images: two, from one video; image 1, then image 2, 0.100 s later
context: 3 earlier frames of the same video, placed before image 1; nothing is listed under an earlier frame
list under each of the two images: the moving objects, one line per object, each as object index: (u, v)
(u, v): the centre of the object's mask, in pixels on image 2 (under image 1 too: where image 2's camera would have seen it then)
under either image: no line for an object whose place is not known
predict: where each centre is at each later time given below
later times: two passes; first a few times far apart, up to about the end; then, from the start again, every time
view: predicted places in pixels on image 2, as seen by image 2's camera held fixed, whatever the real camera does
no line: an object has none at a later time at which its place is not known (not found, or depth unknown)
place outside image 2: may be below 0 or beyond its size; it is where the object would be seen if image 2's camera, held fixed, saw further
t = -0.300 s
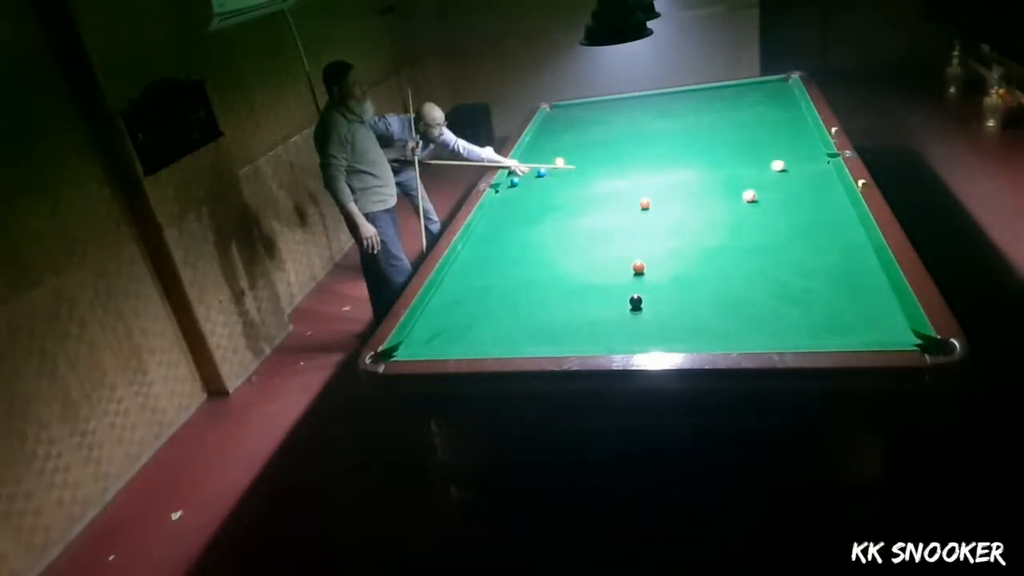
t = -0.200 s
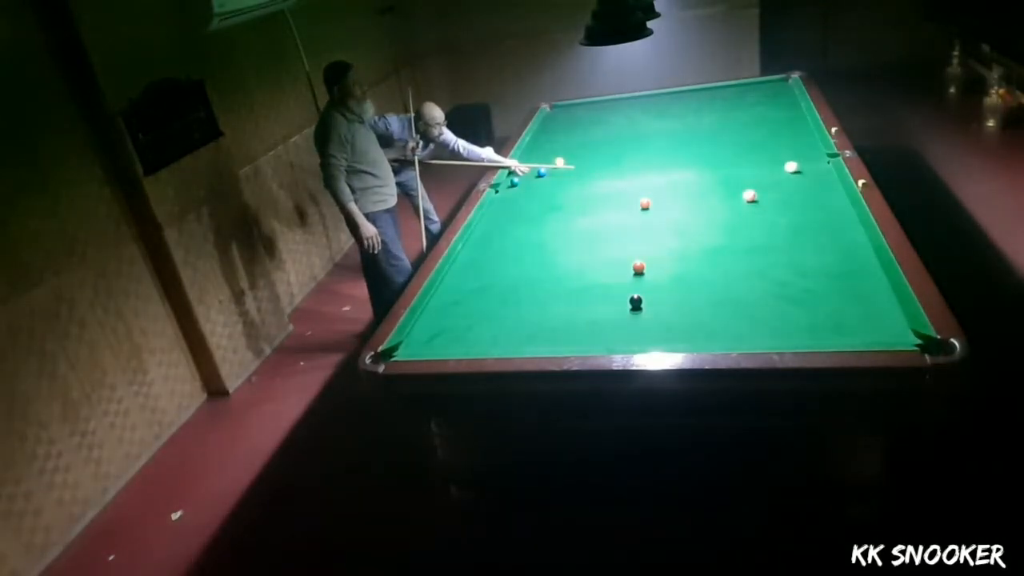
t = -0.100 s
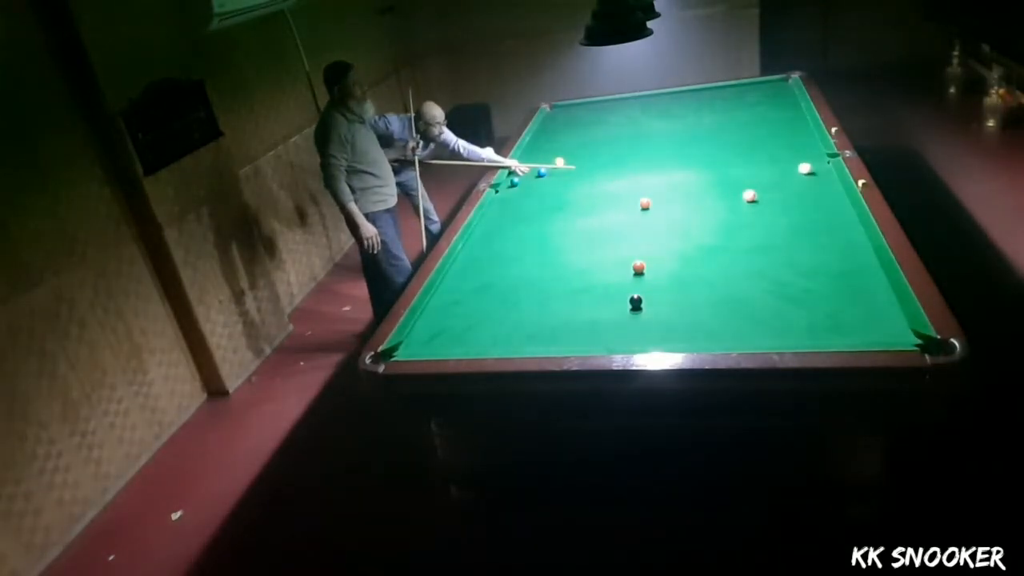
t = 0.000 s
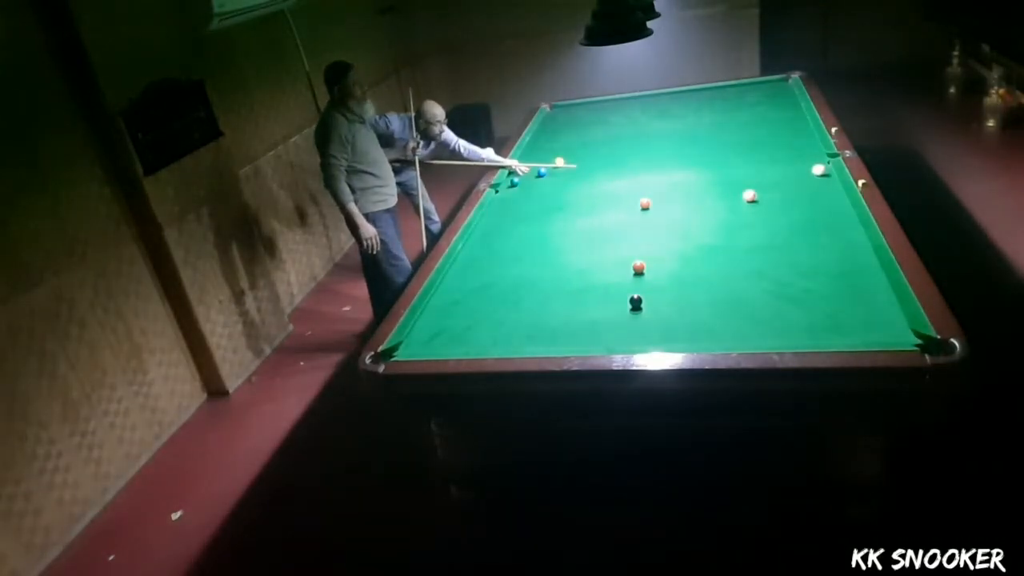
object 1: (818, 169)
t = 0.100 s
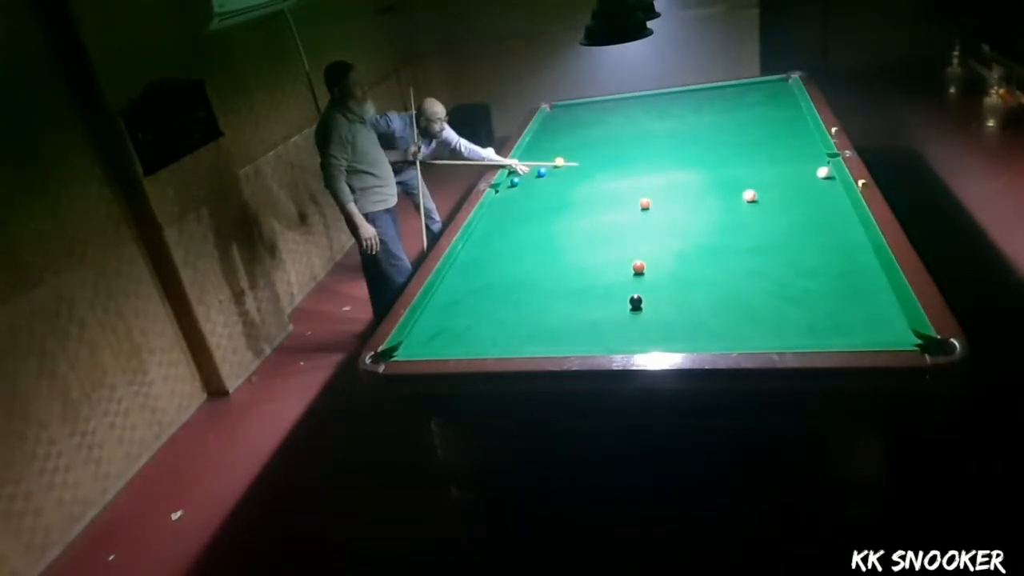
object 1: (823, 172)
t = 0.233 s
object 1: (813, 177)
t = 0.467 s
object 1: (796, 185)
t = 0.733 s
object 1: (776, 195)
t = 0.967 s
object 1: (760, 203)
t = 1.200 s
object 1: (743, 210)
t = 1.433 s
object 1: (728, 218)
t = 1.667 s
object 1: (713, 225)
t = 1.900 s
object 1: (697, 232)
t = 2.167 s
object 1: (682, 240)
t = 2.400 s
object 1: (669, 245)
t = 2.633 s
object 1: (657, 251)
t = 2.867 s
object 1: (646, 255)
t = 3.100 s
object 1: (635, 258)
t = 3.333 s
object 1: (626, 264)
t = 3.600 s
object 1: (617, 267)
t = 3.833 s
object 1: (610, 270)
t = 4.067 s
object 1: (604, 272)
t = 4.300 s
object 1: (600, 274)
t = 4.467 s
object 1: (598, 274)
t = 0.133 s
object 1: (821, 173)
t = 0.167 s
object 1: (818, 174)
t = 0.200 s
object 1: (815, 176)
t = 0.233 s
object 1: (813, 177)
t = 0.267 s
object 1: (811, 178)
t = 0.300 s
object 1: (808, 179)
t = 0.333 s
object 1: (806, 181)
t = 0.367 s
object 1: (803, 182)
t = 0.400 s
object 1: (801, 183)
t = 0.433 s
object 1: (798, 184)
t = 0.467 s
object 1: (796, 185)
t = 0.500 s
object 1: (794, 187)
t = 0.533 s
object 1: (791, 188)
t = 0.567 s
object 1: (789, 189)
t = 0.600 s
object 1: (786, 190)
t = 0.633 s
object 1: (784, 191)
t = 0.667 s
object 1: (781, 192)
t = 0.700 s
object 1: (779, 193)
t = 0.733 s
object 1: (776, 195)
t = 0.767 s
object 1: (774, 196)
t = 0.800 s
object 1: (772, 197)
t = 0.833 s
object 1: (769, 198)
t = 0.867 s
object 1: (767, 199)
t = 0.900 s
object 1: (765, 201)
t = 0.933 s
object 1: (762, 202)
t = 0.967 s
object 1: (760, 203)
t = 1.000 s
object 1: (757, 204)
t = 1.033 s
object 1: (755, 205)
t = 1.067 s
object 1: (753, 206)
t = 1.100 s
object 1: (751, 207)
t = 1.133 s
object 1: (748, 208)
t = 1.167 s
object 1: (746, 209)
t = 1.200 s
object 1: (743, 210)
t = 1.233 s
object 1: (741, 212)
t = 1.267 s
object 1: (739, 213)
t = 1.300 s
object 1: (736, 214)
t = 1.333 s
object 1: (735, 215)
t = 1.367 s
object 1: (732, 216)
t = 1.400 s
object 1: (730, 217)
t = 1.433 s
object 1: (728, 218)
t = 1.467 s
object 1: (725, 219)
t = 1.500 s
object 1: (723, 220)
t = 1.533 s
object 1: (721, 221)
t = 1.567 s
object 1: (719, 222)
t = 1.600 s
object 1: (717, 223)
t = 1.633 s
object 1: (715, 224)
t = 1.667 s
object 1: (713, 225)
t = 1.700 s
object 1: (711, 226)
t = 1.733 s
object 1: (708, 227)
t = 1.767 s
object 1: (706, 228)
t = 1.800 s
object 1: (704, 229)
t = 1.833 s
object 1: (702, 230)
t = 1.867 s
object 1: (699, 231)
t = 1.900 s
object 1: (697, 232)
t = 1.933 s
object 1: (696, 233)
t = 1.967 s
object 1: (694, 234)
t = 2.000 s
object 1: (691, 235)
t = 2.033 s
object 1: (690, 236)
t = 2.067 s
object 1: (687, 237)
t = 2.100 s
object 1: (685, 238)
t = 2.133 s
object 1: (684, 239)
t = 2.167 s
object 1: (682, 240)
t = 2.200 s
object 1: (679, 240)
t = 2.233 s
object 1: (678, 241)
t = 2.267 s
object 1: (676, 242)
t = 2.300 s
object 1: (674, 243)
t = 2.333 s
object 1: (672, 244)
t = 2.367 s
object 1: (671, 244)
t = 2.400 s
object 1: (669, 245)
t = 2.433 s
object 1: (667, 246)
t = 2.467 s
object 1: (665, 247)
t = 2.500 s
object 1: (663, 248)
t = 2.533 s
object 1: (661, 249)
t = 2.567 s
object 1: (660, 249)
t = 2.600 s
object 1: (658, 250)
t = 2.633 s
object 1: (657, 251)
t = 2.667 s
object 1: (655, 252)
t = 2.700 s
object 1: (654, 252)
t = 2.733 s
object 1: (652, 253)
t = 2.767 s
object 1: (650, 254)
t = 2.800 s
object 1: (648, 254)
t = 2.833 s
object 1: (647, 255)
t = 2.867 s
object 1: (646, 255)
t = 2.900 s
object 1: (644, 256)
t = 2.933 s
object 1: (643, 256)
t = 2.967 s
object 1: (641, 256)
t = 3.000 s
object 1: (640, 257)
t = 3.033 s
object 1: (639, 257)
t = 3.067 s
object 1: (636, 258)
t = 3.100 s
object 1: (635, 258)
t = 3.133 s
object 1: (634, 259)
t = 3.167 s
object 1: (632, 260)
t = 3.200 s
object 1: (631, 261)
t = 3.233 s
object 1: (629, 262)
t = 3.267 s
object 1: (628, 263)
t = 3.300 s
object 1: (627, 263)
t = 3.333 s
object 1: (626, 264)
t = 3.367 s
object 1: (625, 264)
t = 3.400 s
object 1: (624, 264)
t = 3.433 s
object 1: (622, 265)
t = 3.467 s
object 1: (621, 265)
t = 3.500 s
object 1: (620, 266)
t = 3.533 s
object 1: (619, 267)
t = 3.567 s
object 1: (618, 267)
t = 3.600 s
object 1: (617, 267)
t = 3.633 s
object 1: (616, 267)
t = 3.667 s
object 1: (615, 268)
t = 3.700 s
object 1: (614, 268)
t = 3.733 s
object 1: (612, 268)
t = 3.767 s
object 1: (611, 269)
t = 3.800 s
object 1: (611, 269)
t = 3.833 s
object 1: (610, 270)
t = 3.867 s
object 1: (609, 270)
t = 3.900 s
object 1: (608, 270)
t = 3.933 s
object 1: (607, 270)
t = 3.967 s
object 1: (606, 271)
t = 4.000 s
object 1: (606, 271)
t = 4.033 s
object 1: (605, 271)
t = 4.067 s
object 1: (604, 272)
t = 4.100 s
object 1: (603, 273)
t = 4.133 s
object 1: (603, 273)
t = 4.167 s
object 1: (602, 273)
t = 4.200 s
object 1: (602, 273)
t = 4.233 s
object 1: (601, 274)
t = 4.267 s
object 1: (600, 273)
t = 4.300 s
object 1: (600, 274)
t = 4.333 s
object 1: (599, 274)
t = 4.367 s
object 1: (599, 274)
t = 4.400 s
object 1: (598, 274)
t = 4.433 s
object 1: (598, 274)
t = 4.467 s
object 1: (598, 274)
